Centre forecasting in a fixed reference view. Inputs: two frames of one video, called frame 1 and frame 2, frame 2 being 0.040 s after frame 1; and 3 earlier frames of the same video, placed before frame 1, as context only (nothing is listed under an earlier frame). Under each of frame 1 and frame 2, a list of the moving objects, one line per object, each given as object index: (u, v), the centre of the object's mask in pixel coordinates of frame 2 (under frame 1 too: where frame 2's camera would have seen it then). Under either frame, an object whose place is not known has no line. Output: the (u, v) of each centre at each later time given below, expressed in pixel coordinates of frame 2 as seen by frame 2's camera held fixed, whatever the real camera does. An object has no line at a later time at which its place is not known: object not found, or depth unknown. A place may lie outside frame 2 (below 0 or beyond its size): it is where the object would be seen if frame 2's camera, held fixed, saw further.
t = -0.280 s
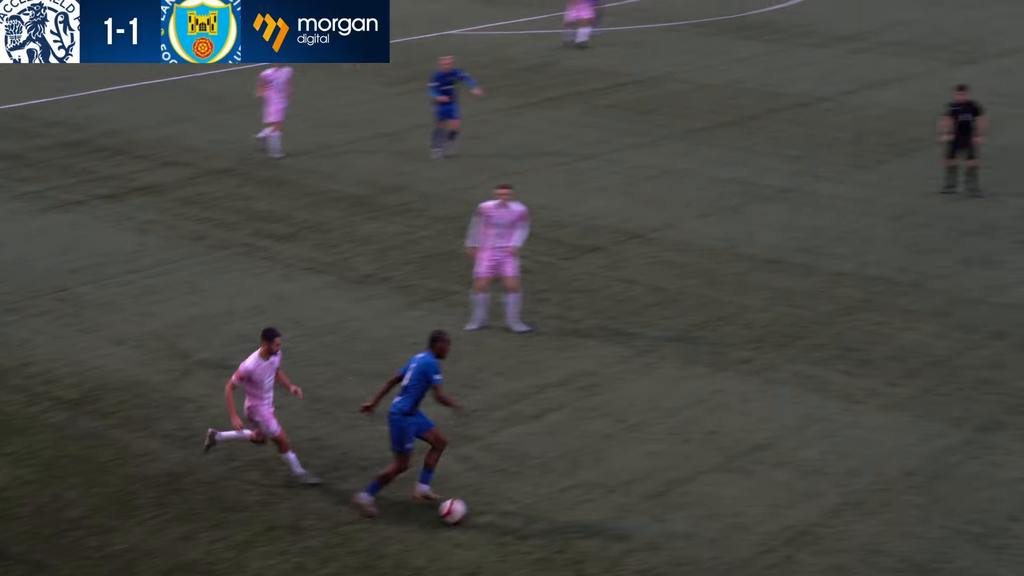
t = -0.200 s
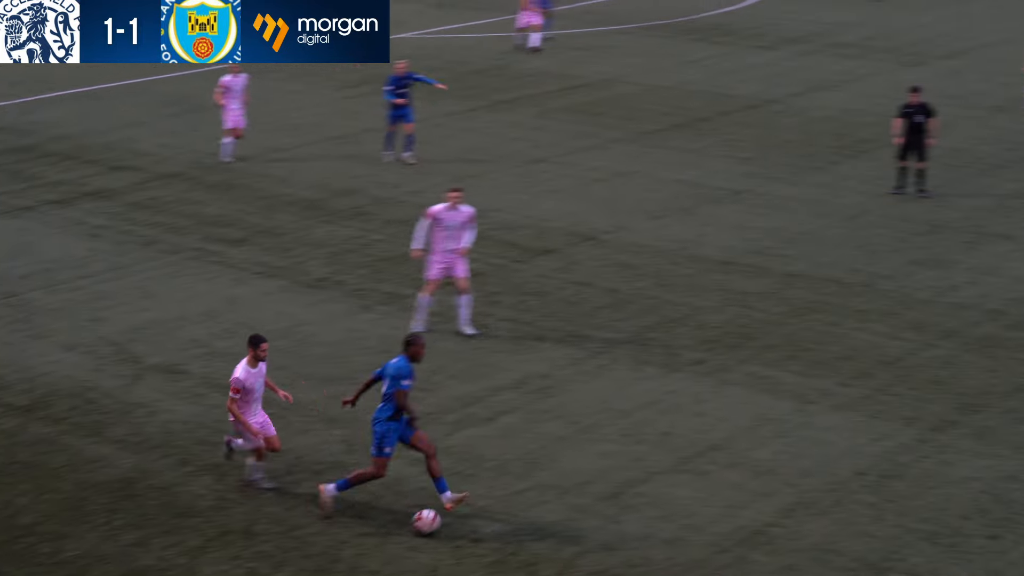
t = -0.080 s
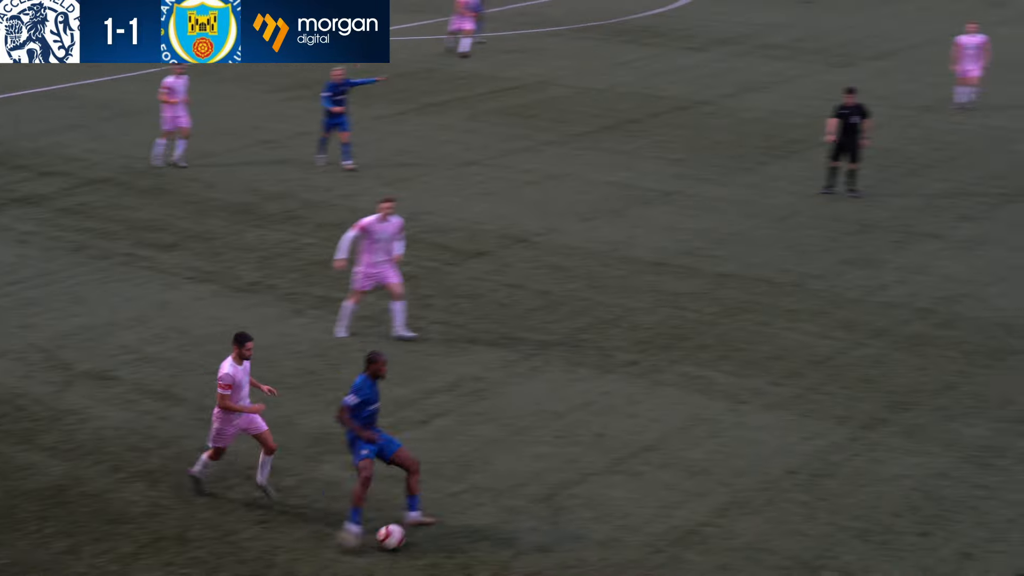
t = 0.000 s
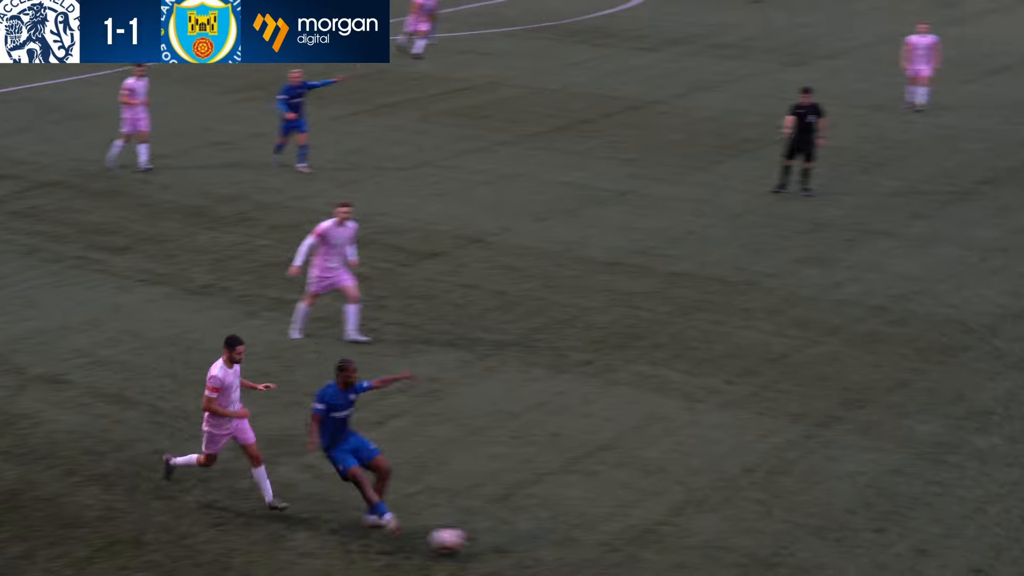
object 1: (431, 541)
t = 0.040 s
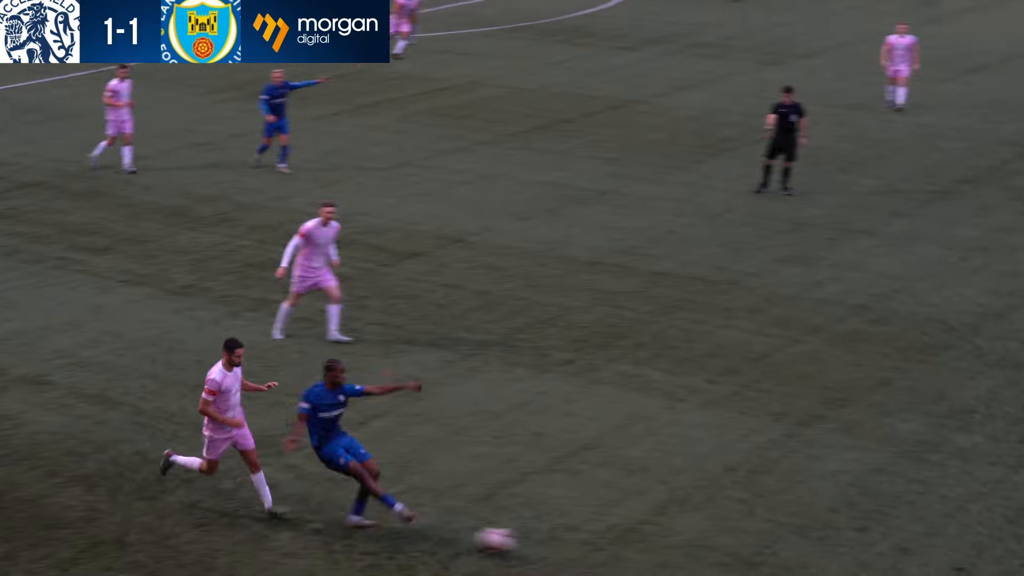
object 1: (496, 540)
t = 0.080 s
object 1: (560, 543)
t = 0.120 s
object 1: (623, 547)
